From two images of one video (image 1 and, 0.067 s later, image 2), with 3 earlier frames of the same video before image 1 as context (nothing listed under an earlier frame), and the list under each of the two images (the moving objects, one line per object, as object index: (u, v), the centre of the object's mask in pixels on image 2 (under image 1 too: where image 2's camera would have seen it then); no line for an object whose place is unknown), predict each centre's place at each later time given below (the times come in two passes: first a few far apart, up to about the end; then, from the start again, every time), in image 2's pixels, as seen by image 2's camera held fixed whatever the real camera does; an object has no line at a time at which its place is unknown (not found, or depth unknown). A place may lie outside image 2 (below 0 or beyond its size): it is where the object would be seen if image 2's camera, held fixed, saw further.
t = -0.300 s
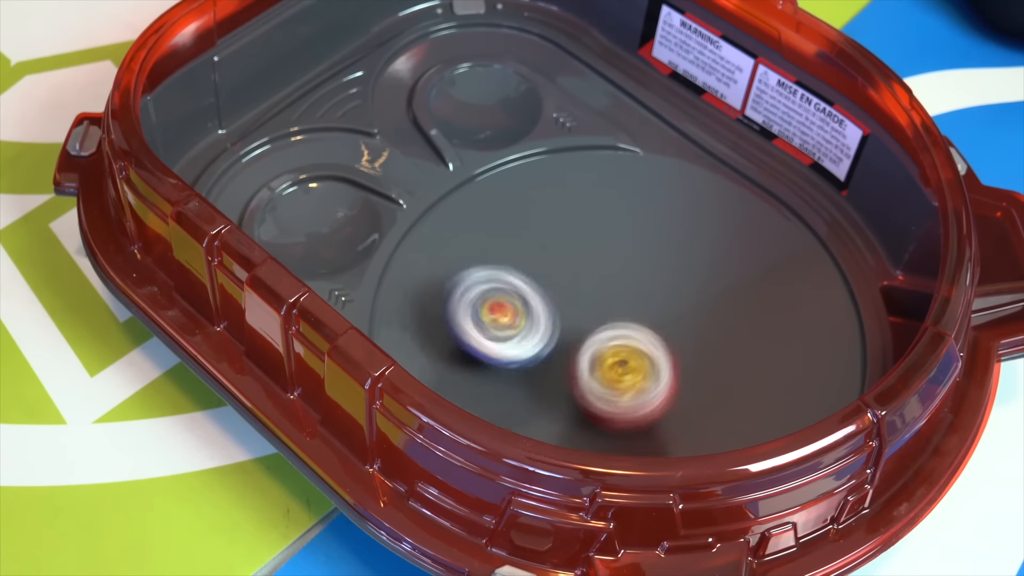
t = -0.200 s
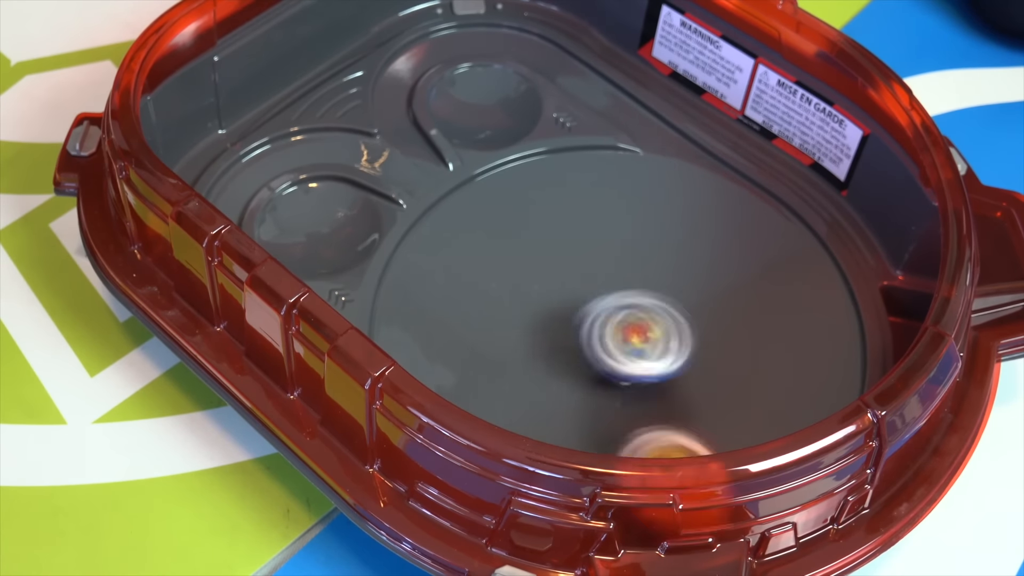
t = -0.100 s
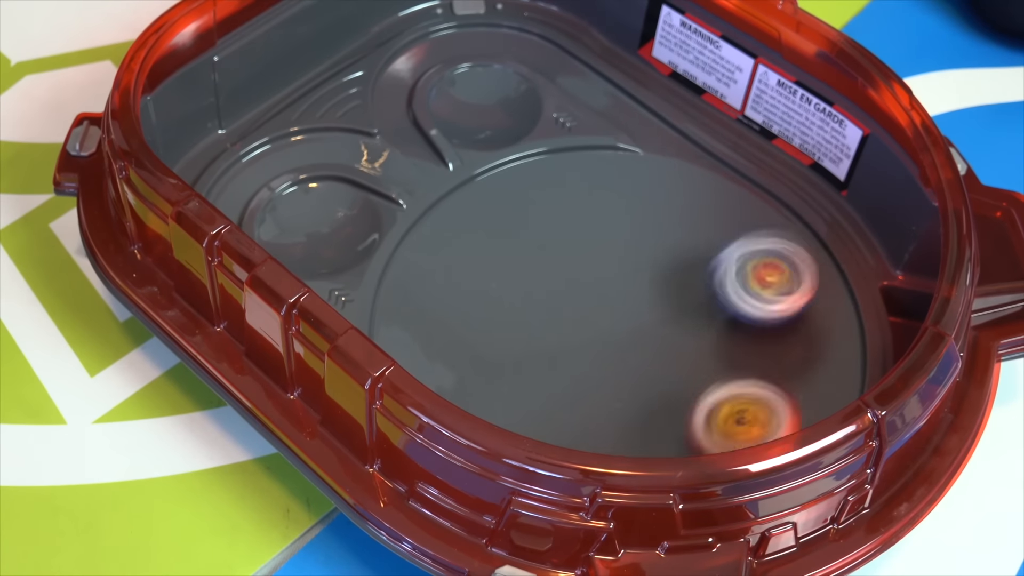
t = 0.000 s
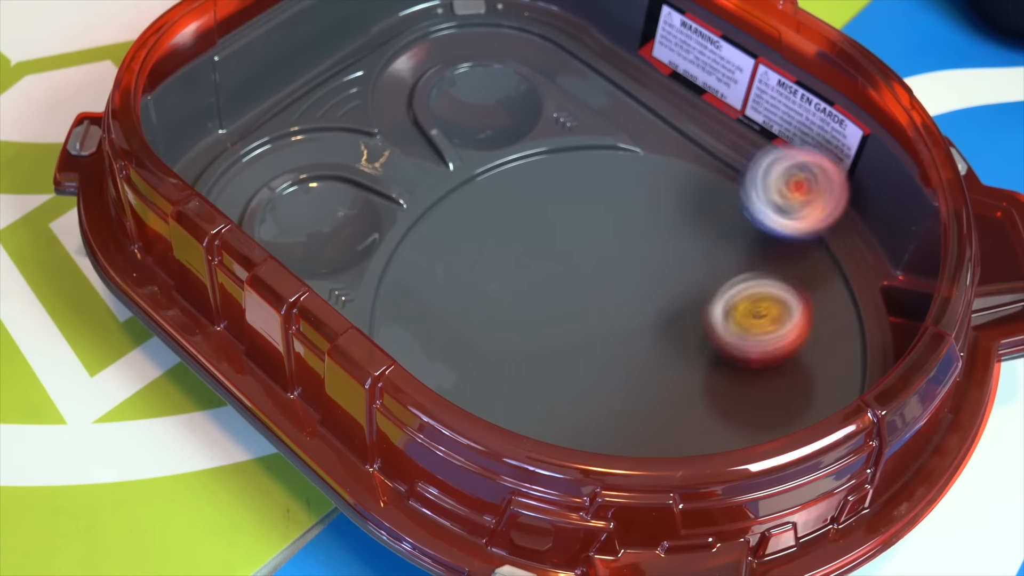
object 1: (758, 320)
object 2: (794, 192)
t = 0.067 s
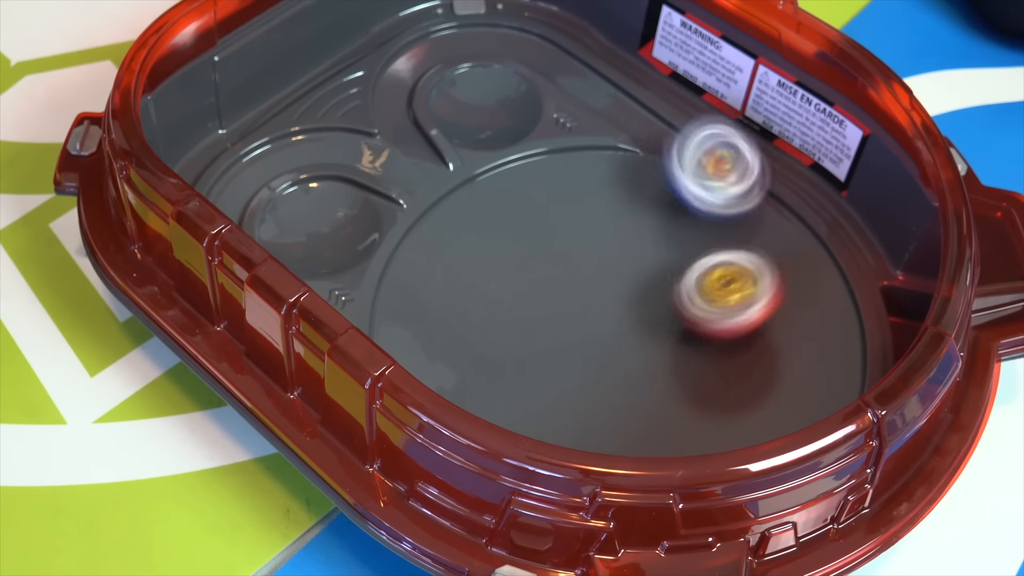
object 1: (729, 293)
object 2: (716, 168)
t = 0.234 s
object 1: (597, 437)
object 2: (536, 33)
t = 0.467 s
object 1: (676, 370)
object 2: (414, 52)
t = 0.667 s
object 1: (579, 294)
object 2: (407, 44)
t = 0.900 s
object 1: (412, 347)
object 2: (422, 29)
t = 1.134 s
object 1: (611, 313)
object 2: (448, 23)
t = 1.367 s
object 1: (552, 206)
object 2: (505, 50)
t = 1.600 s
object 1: (419, 304)
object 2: (468, 132)
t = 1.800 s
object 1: (644, 355)
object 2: (503, 238)
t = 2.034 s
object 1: (695, 153)
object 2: (552, 292)
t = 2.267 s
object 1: (563, 145)
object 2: (628, 285)
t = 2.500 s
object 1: (634, 374)
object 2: (680, 283)
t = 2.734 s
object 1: (829, 308)
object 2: (682, 295)
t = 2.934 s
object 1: (695, 242)
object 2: (652, 329)
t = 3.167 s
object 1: (590, 296)
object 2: (546, 413)
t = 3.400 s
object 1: (615, 382)
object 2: (418, 362)
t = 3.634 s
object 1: (690, 366)
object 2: (350, 295)
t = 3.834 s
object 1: (665, 304)
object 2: (343, 296)
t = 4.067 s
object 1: (579, 280)
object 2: (501, 278)
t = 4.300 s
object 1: (776, 335)
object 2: (486, 197)
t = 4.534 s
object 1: (800, 270)
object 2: (516, 242)
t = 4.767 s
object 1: (661, 316)
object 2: (496, 287)
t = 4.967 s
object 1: (587, 422)
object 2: (512, 282)
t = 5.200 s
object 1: (634, 438)
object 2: (530, 263)
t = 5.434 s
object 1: (610, 331)
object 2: (533, 257)
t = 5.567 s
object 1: (585, 300)
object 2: (523, 233)
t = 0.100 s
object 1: (694, 319)
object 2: (685, 122)
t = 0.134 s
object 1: (658, 350)
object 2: (650, 90)
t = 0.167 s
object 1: (627, 387)
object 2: (602, 73)
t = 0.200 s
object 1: (606, 418)
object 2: (560, 57)
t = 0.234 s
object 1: (597, 437)
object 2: (536, 33)
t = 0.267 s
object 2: (520, 21)
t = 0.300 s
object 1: (621, 448)
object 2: (487, 26)
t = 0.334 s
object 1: (636, 442)
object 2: (460, 33)
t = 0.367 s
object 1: (650, 431)
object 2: (441, 39)
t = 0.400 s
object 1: (662, 417)
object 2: (426, 44)
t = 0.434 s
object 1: (671, 393)
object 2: (419, 49)
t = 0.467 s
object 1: (676, 370)
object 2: (414, 52)
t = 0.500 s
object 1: (676, 349)
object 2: (411, 53)
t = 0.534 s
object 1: (669, 331)
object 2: (409, 54)
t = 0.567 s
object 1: (655, 316)
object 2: (405, 51)
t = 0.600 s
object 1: (636, 304)
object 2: (407, 51)
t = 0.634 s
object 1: (610, 297)
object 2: (405, 47)
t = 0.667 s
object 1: (579, 294)
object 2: (407, 44)
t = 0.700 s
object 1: (541, 293)
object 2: (407, 44)
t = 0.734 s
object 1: (500, 297)
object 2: (406, 39)
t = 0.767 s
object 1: (457, 308)
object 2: (410, 36)
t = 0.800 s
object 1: (419, 321)
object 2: (413, 37)
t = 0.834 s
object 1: (399, 333)
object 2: (412, 32)
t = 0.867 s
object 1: (391, 345)
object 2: (416, 29)
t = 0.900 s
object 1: (412, 347)
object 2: (422, 29)
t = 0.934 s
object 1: (437, 354)
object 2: (423, 29)
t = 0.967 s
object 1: (465, 355)
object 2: (425, 25)
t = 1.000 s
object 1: (502, 349)
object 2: (429, 23)
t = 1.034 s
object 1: (537, 342)
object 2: (436, 24)
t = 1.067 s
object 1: (568, 333)
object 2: (439, 24)
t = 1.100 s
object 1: (592, 323)
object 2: (442, 22)
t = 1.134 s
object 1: (611, 313)
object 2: (448, 23)
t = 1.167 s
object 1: (622, 302)
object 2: (453, 24)
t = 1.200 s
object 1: (627, 290)
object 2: (459, 22)
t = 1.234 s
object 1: (625, 276)
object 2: (465, 25)
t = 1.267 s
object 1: (616, 260)
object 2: (476, 28)
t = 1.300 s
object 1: (601, 242)
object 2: (487, 29)
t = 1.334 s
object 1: (579, 224)
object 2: (502, 35)
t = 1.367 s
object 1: (552, 206)
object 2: (505, 50)
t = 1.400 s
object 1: (518, 193)
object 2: (499, 67)
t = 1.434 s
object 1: (482, 188)
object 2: (481, 82)
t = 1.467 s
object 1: (447, 191)
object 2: (460, 94)
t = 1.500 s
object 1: (424, 214)
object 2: (450, 101)
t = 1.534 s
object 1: (413, 246)
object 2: (453, 109)
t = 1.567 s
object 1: (408, 275)
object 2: (459, 120)
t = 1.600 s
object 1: (419, 304)
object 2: (468, 132)
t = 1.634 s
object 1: (440, 332)
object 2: (473, 139)
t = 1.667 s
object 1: (477, 356)
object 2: (480, 163)
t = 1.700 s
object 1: (520, 370)
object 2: (485, 183)
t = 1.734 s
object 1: (565, 374)
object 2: (490, 205)
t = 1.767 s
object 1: (606, 368)
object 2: (497, 216)
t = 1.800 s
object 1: (644, 355)
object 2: (503, 238)
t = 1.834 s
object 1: (678, 334)
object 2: (510, 256)
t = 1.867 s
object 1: (704, 308)
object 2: (518, 270)
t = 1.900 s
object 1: (721, 277)
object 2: (526, 281)
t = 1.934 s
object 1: (730, 245)
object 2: (531, 287)
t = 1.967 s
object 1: (726, 212)
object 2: (537, 288)
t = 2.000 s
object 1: (716, 180)
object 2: (542, 290)
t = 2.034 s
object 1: (695, 153)
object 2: (552, 292)
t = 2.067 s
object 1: (668, 133)
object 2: (558, 289)
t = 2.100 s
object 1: (646, 116)
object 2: (567, 290)
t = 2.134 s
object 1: (629, 107)
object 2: (578, 288)
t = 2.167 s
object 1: (613, 107)
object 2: (590, 289)
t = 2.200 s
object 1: (599, 112)
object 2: (603, 287)
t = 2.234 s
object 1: (582, 125)
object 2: (616, 287)
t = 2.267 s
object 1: (563, 145)
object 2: (628, 285)
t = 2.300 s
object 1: (544, 169)
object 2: (636, 285)
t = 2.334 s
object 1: (530, 201)
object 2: (647, 284)
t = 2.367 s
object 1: (528, 239)
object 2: (654, 283)
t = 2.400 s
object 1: (539, 279)
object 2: (664, 283)
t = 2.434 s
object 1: (563, 317)
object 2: (670, 284)
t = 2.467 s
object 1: (596, 349)
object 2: (678, 284)
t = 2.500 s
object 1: (634, 374)
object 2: (680, 283)
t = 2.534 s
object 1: (680, 393)
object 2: (686, 283)
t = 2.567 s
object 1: (728, 399)
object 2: (687, 284)
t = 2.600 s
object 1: (774, 393)
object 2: (691, 286)
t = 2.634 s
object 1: (812, 379)
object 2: (689, 287)
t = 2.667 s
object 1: (846, 357)
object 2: (689, 291)
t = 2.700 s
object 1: (851, 333)
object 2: (684, 292)
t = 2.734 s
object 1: (829, 308)
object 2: (682, 295)
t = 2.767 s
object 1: (806, 283)
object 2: (676, 302)
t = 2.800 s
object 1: (788, 264)
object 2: (675, 308)
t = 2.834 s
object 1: (771, 251)
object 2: (668, 311)
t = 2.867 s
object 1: (750, 243)
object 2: (663, 316)
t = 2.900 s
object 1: (725, 241)
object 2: (657, 323)
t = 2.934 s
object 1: (695, 242)
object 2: (652, 329)
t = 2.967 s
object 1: (666, 250)
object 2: (642, 336)
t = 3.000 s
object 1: (645, 253)
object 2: (623, 363)
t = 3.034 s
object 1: (630, 257)
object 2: (609, 386)
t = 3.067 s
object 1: (617, 265)
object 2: (590, 404)
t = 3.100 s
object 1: (605, 273)
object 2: (575, 410)
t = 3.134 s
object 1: (596, 284)
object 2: (559, 414)
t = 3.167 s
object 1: (590, 296)
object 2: (546, 413)
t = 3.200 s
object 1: (585, 310)
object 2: (525, 410)
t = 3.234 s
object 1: (584, 322)
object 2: (507, 405)
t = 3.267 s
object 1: (584, 337)
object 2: (487, 398)
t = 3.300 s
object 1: (588, 350)
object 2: (465, 388)
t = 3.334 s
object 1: (595, 362)
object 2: (447, 380)
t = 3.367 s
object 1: (604, 373)
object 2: (431, 372)
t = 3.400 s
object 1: (615, 382)
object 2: (418, 362)
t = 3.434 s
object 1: (628, 387)
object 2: (405, 352)
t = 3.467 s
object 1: (642, 391)
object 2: (390, 341)
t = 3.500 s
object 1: (655, 391)
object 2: (380, 331)
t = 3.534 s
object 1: (666, 388)
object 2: (370, 321)
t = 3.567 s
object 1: (677, 382)
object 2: (361, 311)
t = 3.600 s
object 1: (685, 375)
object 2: (355, 303)
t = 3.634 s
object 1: (690, 366)
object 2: (350, 295)
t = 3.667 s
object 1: (693, 356)
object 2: (342, 289)
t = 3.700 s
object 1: (693, 346)
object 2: (336, 287)
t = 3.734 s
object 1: (689, 334)
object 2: (331, 289)
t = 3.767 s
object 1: (683, 324)
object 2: (330, 289)
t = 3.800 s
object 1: (675, 313)
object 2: (334, 294)
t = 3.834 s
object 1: (665, 304)
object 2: (343, 296)
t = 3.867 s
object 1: (653, 297)
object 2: (361, 302)
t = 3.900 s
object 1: (640, 290)
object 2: (378, 305)
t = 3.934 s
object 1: (627, 286)
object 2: (400, 308)
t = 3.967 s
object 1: (614, 281)
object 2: (432, 309)
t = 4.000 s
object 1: (601, 280)
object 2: (458, 299)
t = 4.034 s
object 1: (590, 279)
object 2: (483, 289)
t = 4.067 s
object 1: (579, 280)
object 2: (501, 278)
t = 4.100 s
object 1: (591, 291)
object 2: (503, 259)
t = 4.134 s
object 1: (616, 311)
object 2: (500, 241)
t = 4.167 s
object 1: (647, 323)
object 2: (499, 226)
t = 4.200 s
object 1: (679, 331)
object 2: (496, 214)
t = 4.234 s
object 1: (710, 336)
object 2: (493, 205)
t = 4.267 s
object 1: (743, 337)
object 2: (489, 199)
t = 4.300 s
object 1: (776, 335)
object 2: (486, 197)
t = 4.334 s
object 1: (806, 329)
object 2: (485, 198)
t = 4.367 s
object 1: (834, 318)
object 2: (488, 200)
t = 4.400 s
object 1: (853, 305)
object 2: (492, 204)
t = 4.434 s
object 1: (847, 295)
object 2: (499, 211)
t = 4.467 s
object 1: (829, 284)
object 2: (505, 218)
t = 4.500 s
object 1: (814, 275)
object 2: (511, 229)
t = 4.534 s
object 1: (800, 270)
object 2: (516, 242)
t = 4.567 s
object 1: (788, 269)
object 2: (517, 254)
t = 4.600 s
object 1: (771, 269)
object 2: (516, 267)
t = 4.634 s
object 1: (751, 272)
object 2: (513, 276)
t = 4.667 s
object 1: (731, 278)
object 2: (509, 281)
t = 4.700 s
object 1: (706, 286)
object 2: (504, 285)
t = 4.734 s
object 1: (682, 301)
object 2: (499, 287)
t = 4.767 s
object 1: (661, 316)
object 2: (496, 287)
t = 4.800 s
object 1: (641, 333)
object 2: (496, 288)
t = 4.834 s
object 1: (622, 353)
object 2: (496, 287)
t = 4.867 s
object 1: (607, 372)
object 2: (499, 287)
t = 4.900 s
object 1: (595, 393)
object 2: (504, 286)
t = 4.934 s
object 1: (589, 411)
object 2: (508, 284)
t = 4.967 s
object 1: (587, 422)
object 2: (512, 282)
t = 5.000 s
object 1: (591, 432)
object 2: (515, 280)
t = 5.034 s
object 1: (597, 437)
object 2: (519, 278)
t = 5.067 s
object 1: (605, 441)
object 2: (524, 275)
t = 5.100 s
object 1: (612, 443)
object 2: (527, 270)
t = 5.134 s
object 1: (619, 443)
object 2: (529, 267)
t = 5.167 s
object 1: (626, 441)
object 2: (530, 265)
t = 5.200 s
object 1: (634, 438)
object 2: (530, 263)
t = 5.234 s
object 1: (639, 431)
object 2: (531, 262)
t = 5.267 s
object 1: (643, 425)
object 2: (531, 260)
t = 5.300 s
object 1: (645, 412)
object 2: (532, 258)
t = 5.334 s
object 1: (642, 394)
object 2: (533, 255)
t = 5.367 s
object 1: (633, 372)
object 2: (533, 255)
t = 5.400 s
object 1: (624, 352)
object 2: (533, 257)
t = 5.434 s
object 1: (610, 331)
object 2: (533, 257)
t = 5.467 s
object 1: (597, 311)
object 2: (532, 253)
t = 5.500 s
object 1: (585, 297)
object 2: (528, 249)
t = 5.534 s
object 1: (579, 288)
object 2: (524, 243)
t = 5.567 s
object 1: (585, 300)
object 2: (523, 233)
